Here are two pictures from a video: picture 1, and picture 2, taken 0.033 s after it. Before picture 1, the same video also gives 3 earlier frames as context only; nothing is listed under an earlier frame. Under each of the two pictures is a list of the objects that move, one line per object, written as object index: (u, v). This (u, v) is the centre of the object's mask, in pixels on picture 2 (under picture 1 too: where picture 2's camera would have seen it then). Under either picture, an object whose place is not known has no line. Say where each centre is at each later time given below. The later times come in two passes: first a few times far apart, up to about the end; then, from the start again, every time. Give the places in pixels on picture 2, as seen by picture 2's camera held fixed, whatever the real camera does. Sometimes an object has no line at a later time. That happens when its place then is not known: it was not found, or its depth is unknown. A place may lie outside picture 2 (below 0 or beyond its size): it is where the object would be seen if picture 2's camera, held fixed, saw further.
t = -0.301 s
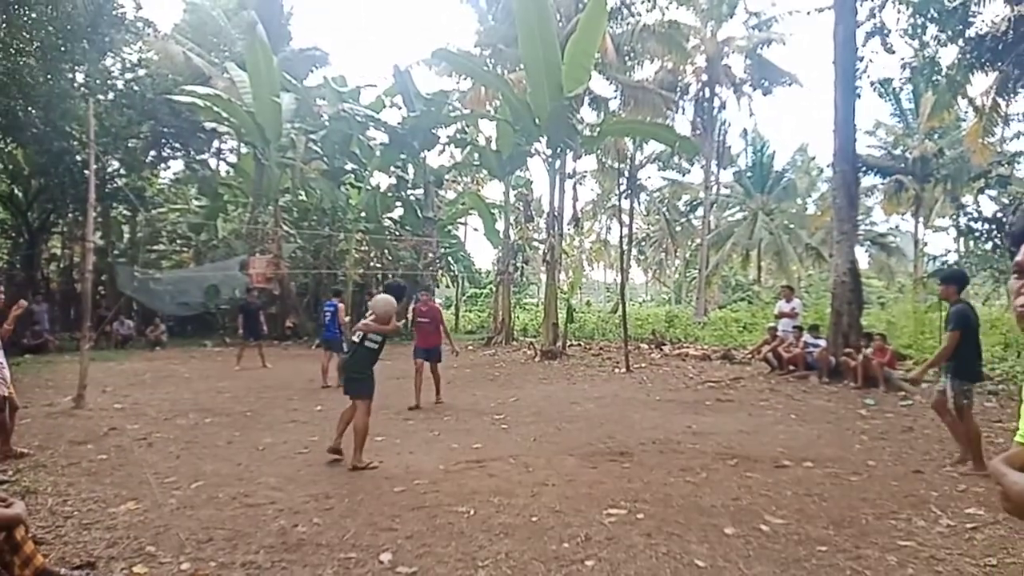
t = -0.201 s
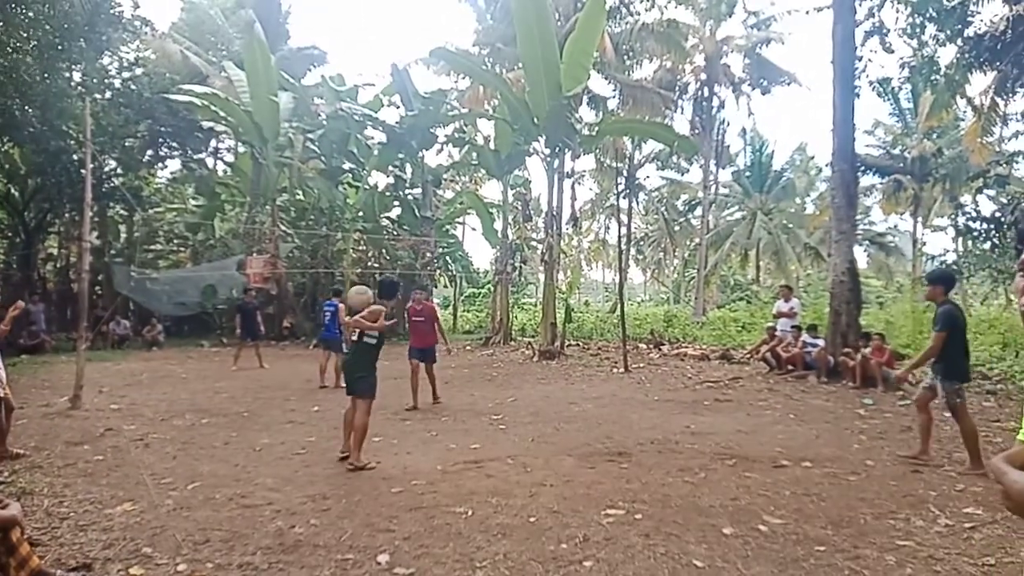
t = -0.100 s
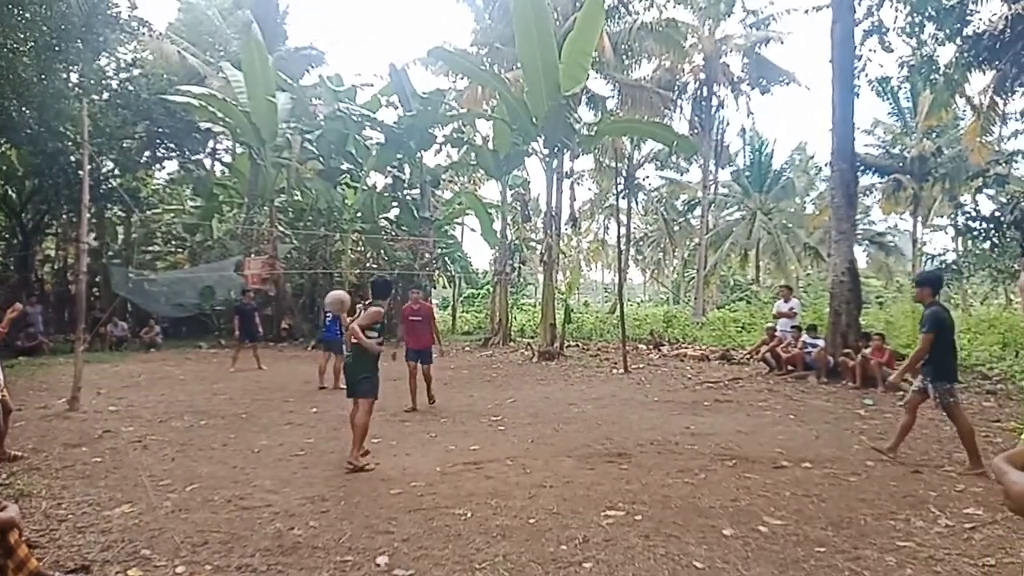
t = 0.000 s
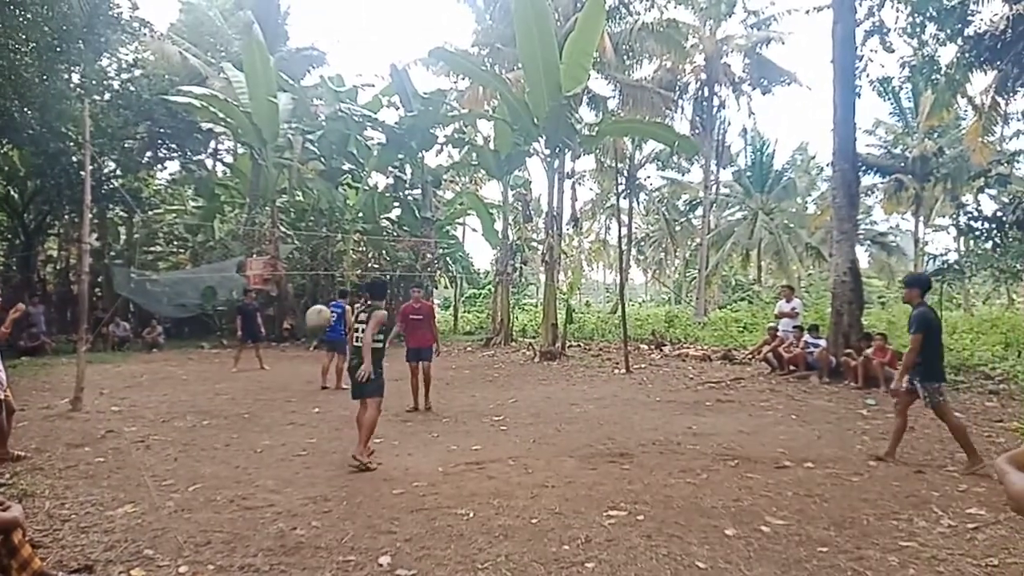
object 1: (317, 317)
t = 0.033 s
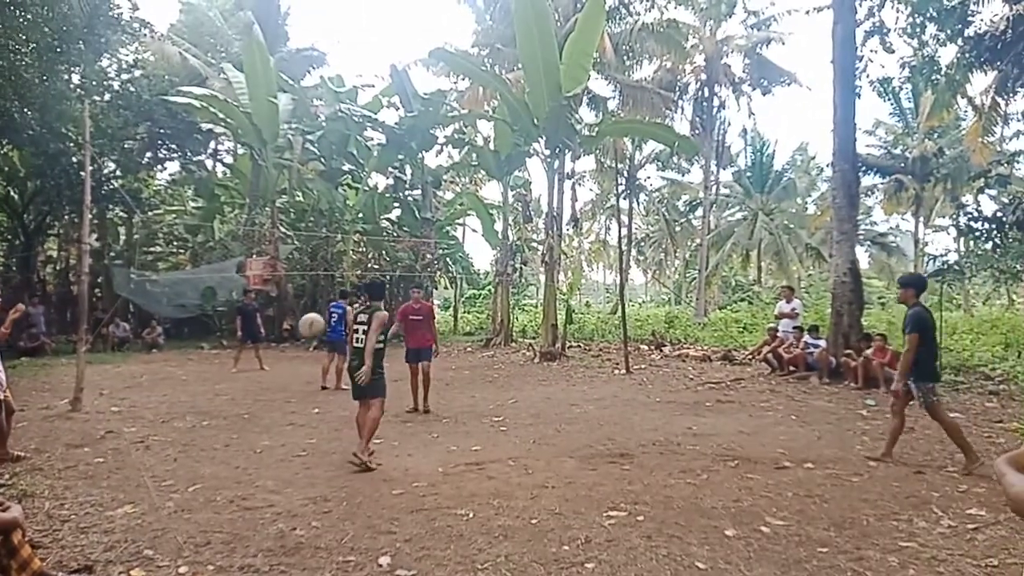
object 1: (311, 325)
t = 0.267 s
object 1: (264, 414)
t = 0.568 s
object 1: (221, 377)
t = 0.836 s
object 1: (188, 356)
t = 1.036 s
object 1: (162, 395)
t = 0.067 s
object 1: (305, 335)
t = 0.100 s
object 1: (298, 344)
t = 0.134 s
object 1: (291, 356)
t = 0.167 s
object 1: (284, 368)
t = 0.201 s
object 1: (278, 382)
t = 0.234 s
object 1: (272, 397)
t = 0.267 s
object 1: (264, 414)
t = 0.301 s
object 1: (258, 432)
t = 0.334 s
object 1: (253, 451)
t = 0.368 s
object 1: (248, 445)
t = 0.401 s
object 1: (244, 430)
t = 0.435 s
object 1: (240, 416)
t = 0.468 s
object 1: (235, 404)
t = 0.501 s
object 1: (230, 394)
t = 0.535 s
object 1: (226, 385)
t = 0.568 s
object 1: (221, 377)
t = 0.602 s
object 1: (217, 370)
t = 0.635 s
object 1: (213, 364)
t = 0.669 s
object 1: (209, 360)
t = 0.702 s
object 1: (205, 357)
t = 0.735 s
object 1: (201, 355)
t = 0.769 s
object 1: (197, 354)
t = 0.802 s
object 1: (192, 354)
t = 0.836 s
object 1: (188, 356)
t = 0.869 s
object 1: (184, 359)
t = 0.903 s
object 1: (179, 363)
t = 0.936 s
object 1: (175, 369)
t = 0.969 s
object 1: (171, 376)
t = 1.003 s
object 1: (166, 384)
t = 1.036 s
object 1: (162, 395)
